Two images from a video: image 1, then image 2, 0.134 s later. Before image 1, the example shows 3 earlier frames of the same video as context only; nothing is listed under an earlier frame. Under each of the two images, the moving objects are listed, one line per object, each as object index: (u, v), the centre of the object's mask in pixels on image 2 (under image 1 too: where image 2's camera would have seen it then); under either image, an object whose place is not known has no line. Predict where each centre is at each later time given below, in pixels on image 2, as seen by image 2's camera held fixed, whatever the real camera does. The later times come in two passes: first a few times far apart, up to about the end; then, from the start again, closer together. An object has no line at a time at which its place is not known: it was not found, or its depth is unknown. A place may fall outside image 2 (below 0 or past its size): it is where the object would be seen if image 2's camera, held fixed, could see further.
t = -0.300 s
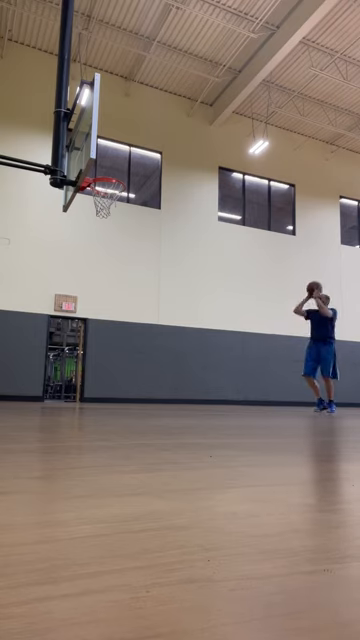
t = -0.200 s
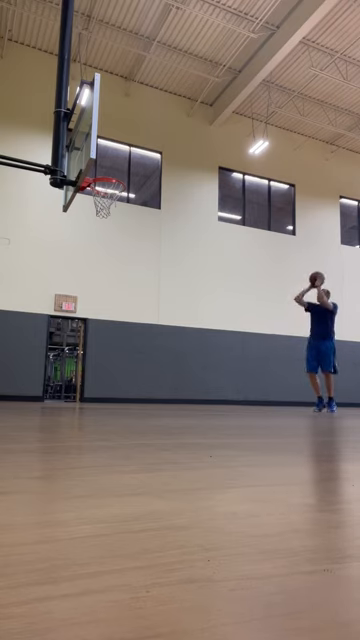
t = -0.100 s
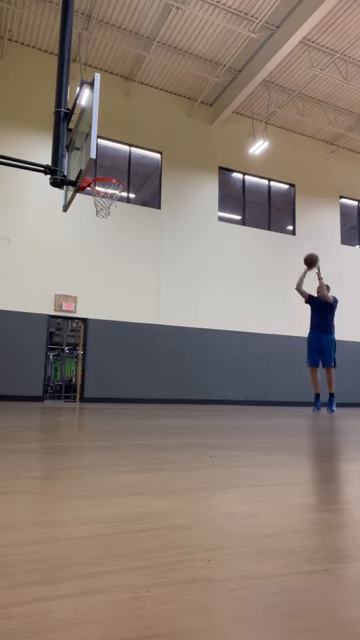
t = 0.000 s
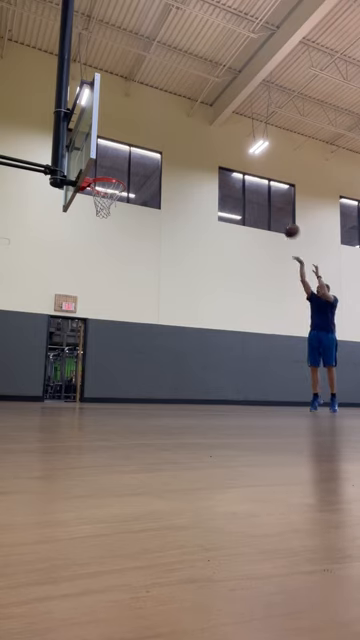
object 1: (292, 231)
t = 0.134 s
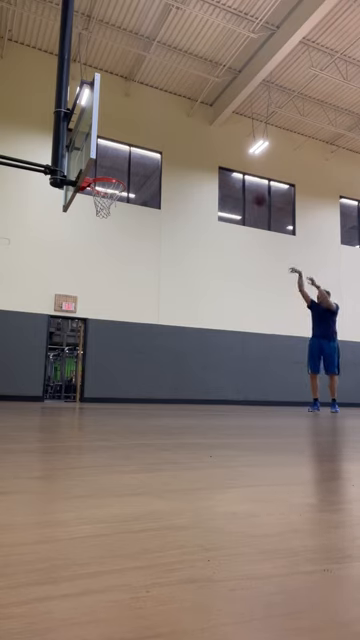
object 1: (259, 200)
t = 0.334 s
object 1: (211, 168)
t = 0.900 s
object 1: (96, 222)
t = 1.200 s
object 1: (92, 335)
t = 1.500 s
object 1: (108, 342)
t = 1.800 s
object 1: (136, 289)
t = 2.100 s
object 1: (160, 299)
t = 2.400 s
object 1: (180, 366)
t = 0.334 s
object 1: (211, 168)
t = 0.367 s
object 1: (204, 166)
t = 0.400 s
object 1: (196, 164)
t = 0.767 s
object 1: (99, 191)
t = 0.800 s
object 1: (95, 199)
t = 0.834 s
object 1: (96, 209)
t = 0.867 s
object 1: (96, 214)
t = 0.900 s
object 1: (96, 222)
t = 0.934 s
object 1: (96, 232)
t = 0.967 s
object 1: (95, 242)
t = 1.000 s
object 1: (95, 252)
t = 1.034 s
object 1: (95, 264)
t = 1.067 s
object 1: (95, 276)
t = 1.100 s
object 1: (94, 289)
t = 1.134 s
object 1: (94, 303)
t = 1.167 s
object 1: (93, 318)
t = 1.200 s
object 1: (92, 335)
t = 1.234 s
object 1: (91, 351)
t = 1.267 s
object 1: (91, 368)
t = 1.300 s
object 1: (90, 387)
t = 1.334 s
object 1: (89, 401)
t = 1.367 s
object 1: (93, 387)
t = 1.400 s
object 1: (97, 375)
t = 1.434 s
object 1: (101, 363)
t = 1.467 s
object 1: (105, 352)
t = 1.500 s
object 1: (108, 342)
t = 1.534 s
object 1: (112, 333)
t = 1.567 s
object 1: (115, 324)
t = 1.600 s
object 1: (118, 316)
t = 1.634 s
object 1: (121, 310)
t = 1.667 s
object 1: (125, 304)
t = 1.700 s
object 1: (128, 299)
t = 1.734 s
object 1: (131, 295)
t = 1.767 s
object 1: (134, 292)
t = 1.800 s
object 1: (136, 289)
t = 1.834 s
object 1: (139, 288)
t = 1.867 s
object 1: (142, 287)
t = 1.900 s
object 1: (145, 286)
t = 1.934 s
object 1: (148, 287)
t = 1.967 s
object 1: (150, 288)
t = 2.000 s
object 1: (153, 290)
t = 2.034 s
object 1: (155, 292)
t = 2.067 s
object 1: (158, 295)
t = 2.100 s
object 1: (160, 299)
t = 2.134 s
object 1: (162, 304)
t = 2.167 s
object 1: (164, 309)
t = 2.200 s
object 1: (167, 315)
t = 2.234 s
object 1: (169, 322)
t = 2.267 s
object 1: (171, 329)
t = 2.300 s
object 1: (173, 338)
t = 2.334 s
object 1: (175, 346)
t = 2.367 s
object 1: (177, 356)
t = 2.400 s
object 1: (180, 366)
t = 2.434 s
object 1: (182, 376)
